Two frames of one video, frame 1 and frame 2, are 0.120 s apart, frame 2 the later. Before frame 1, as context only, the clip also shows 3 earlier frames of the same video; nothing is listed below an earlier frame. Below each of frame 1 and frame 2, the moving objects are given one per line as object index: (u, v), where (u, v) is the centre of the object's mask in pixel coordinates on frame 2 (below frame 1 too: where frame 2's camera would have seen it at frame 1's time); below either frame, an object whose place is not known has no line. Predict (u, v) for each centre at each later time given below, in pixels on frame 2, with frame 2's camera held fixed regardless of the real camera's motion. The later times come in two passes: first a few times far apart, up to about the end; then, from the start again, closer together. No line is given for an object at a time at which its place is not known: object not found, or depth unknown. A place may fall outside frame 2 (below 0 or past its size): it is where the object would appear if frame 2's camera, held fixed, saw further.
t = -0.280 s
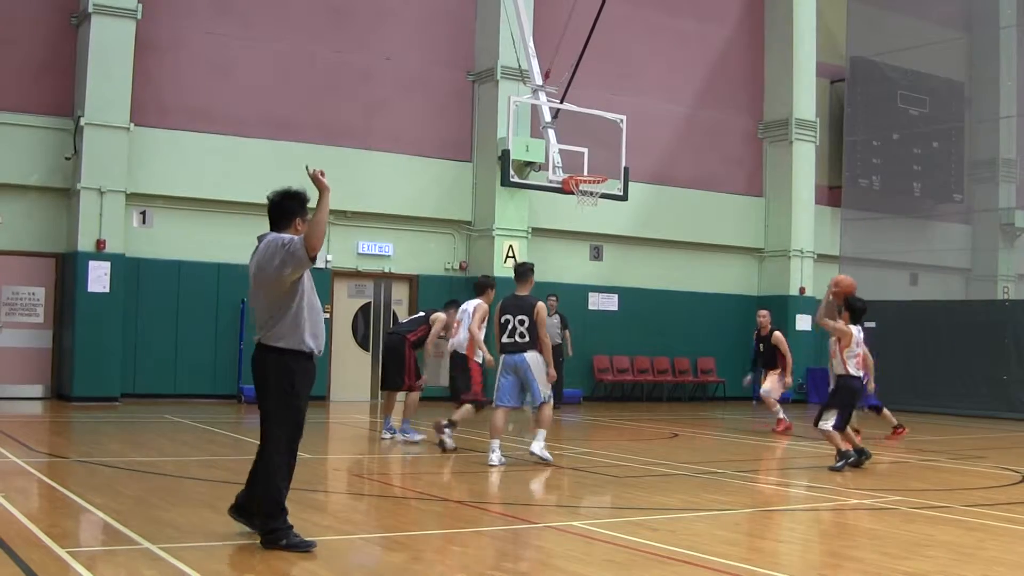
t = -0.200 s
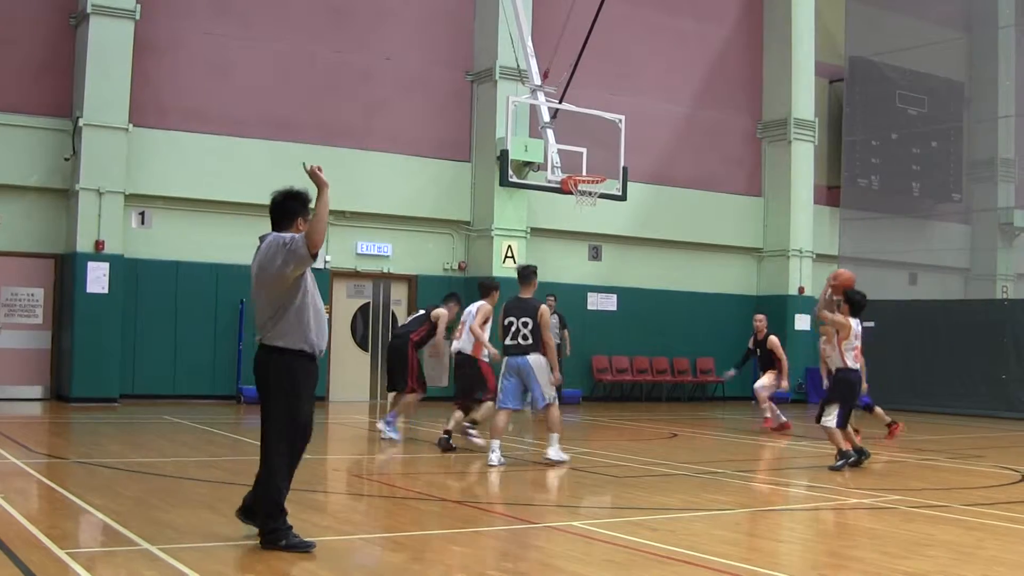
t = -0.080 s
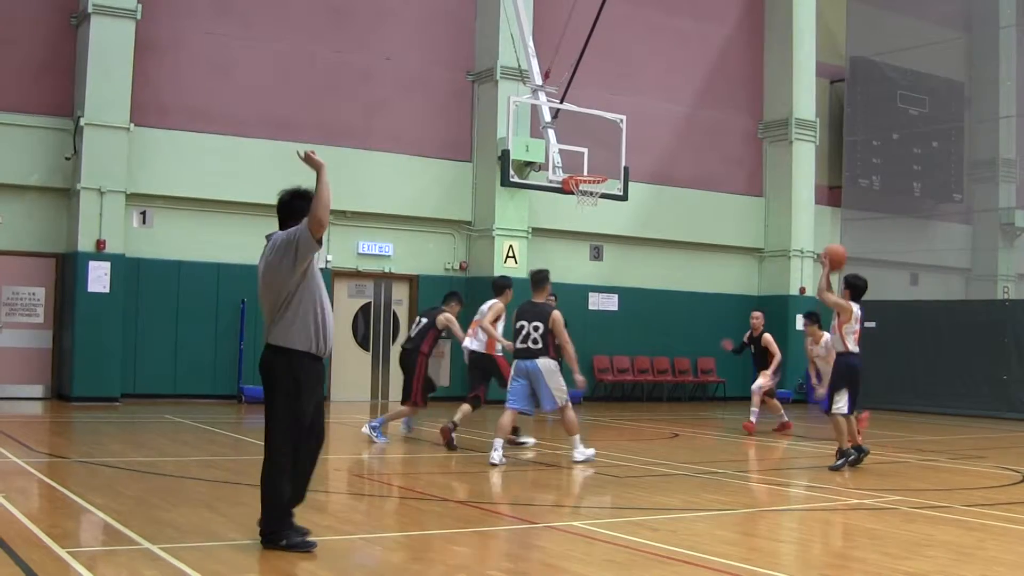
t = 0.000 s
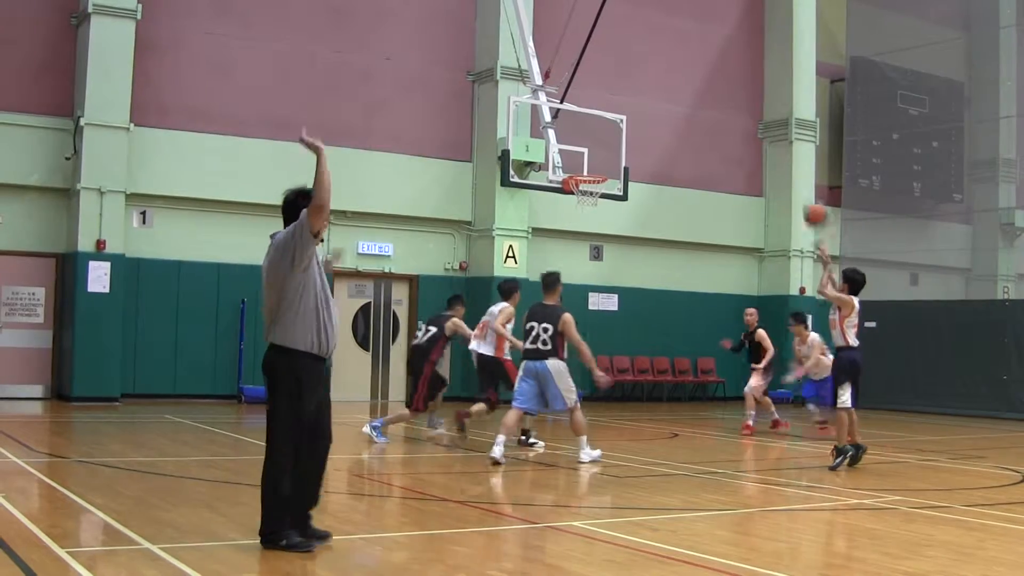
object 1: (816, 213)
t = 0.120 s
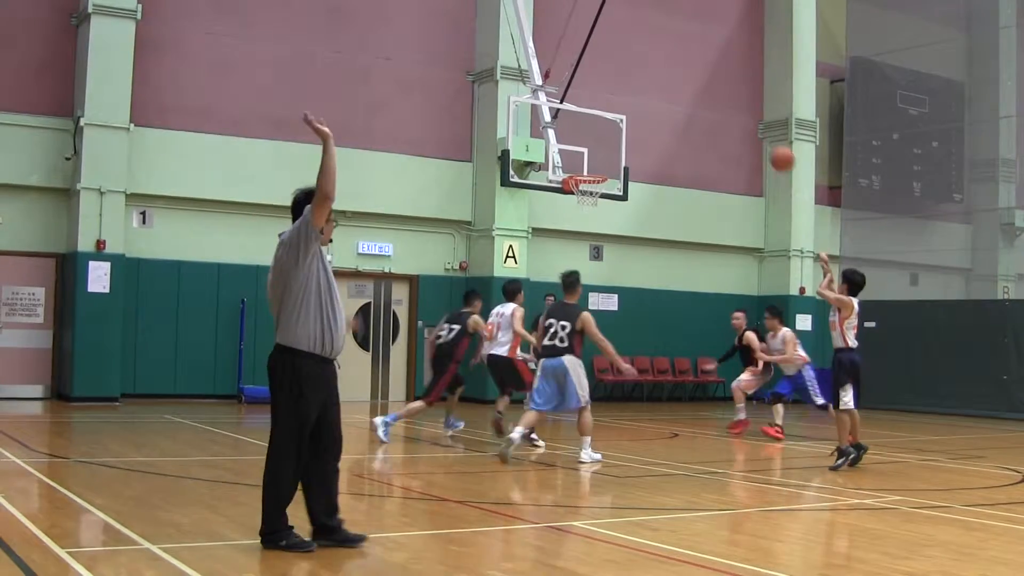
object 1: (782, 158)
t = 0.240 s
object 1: (750, 120)
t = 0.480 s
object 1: (696, 86)
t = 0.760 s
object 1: (636, 116)
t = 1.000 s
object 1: (589, 186)
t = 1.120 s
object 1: (574, 205)
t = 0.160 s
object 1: (774, 143)
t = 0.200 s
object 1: (761, 131)
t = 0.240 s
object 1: (750, 120)
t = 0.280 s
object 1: (741, 109)
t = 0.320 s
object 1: (736, 99)
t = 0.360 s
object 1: (720, 100)
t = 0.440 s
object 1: (701, 96)
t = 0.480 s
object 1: (696, 86)
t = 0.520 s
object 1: (687, 91)
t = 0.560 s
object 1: (677, 89)
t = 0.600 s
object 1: (666, 96)
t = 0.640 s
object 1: (660, 97)
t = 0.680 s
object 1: (652, 104)
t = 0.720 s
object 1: (645, 109)
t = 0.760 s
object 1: (636, 116)
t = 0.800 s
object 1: (631, 127)
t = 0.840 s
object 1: (620, 135)
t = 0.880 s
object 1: (610, 146)
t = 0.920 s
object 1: (604, 161)
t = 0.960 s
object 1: (596, 172)
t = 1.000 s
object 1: (589, 186)
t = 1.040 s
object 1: (585, 196)
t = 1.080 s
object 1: (579, 200)
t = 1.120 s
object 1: (574, 205)
